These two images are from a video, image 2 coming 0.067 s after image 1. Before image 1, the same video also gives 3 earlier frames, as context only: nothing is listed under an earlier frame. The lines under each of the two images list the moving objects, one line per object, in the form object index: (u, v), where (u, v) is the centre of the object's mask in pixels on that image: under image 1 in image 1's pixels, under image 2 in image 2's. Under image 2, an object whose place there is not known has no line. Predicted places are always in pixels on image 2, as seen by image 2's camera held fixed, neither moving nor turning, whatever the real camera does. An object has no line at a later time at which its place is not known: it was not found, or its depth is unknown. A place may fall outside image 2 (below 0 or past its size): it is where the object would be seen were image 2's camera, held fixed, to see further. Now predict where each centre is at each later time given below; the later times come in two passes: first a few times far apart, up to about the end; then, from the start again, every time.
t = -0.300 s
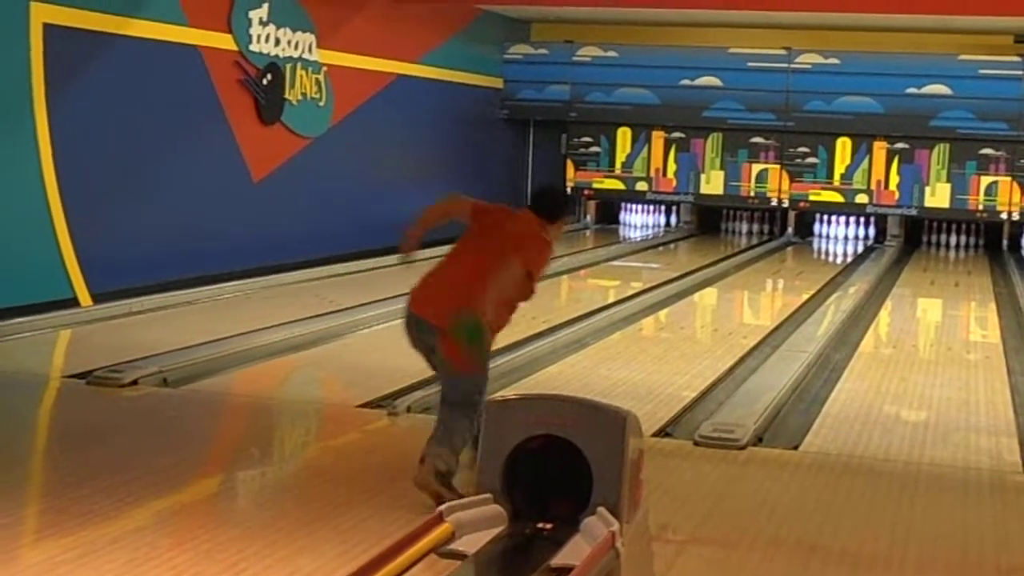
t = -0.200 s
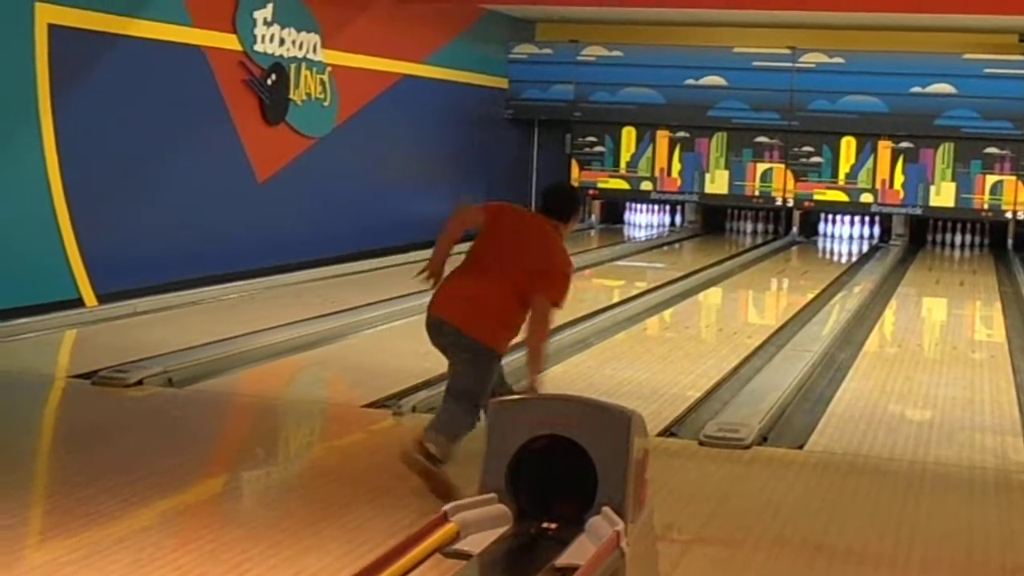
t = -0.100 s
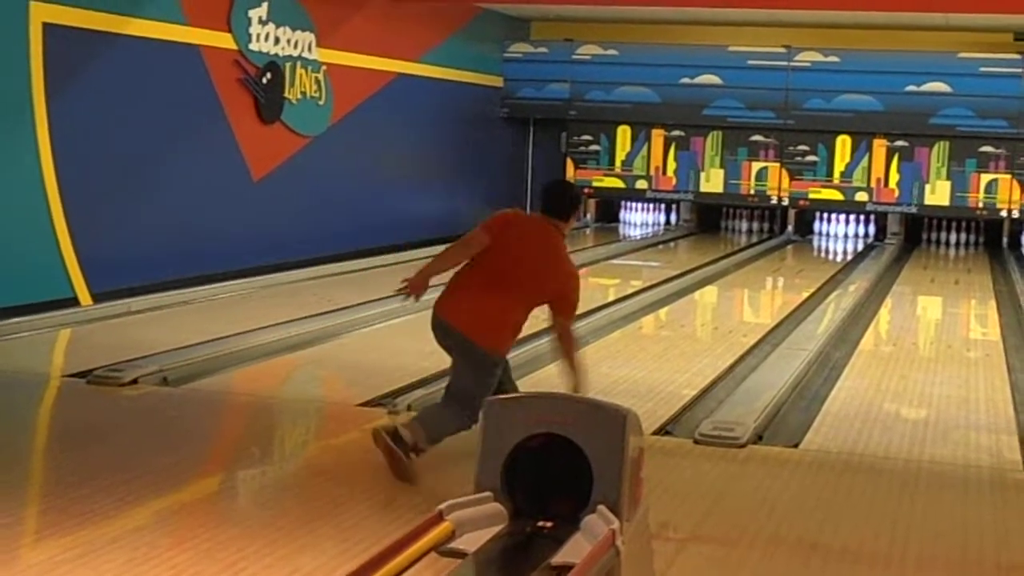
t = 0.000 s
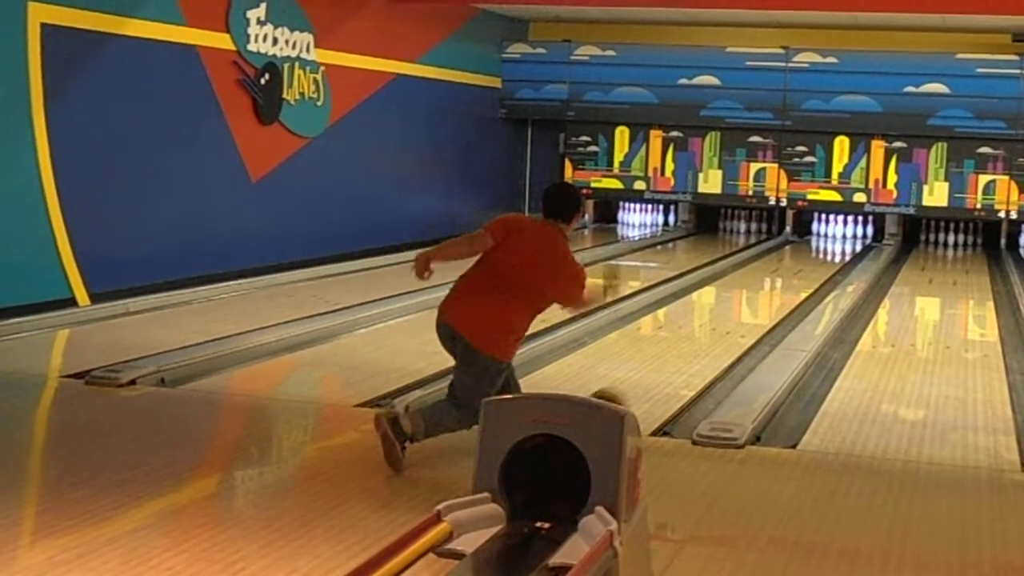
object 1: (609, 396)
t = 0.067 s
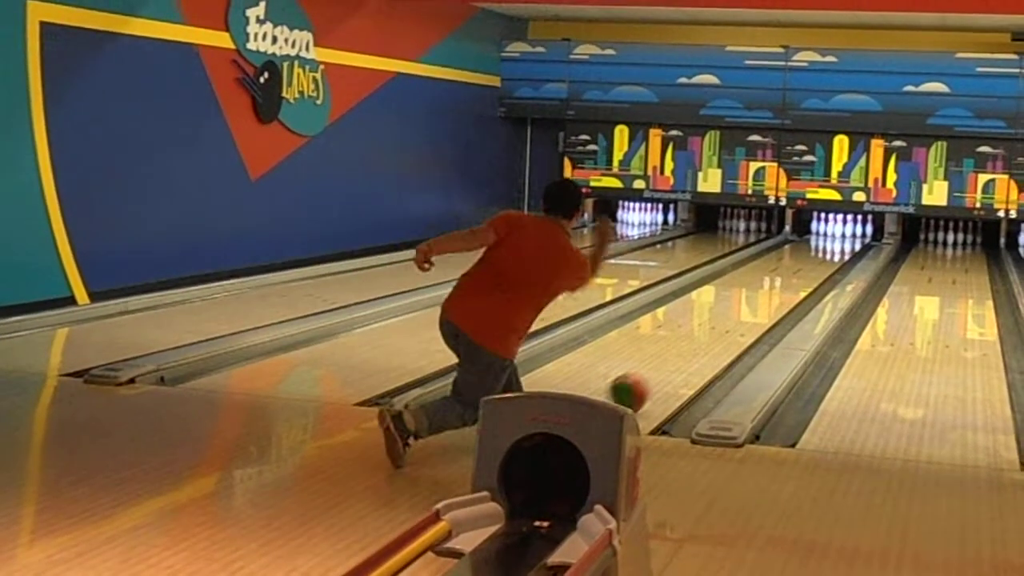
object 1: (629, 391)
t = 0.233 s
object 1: (675, 363)
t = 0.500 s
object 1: (727, 328)
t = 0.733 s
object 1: (759, 305)
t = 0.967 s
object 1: (783, 288)
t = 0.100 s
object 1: (638, 386)
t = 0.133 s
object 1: (648, 380)
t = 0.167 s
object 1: (657, 374)
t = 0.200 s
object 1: (667, 368)
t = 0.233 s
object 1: (675, 363)
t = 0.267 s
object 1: (682, 357)
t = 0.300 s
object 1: (690, 353)
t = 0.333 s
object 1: (697, 348)
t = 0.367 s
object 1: (703, 343)
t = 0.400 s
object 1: (710, 339)
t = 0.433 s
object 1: (716, 336)
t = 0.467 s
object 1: (722, 332)
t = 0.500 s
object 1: (727, 328)
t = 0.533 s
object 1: (732, 324)
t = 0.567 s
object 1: (738, 321)
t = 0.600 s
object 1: (742, 318)
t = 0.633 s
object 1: (747, 314)
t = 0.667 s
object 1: (751, 312)
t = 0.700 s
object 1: (755, 308)
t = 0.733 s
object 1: (759, 305)
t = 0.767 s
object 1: (763, 302)
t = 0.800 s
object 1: (767, 300)
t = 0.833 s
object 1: (770, 298)
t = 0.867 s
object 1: (774, 295)
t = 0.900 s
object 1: (776, 293)
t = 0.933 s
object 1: (780, 290)
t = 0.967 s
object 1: (783, 288)
